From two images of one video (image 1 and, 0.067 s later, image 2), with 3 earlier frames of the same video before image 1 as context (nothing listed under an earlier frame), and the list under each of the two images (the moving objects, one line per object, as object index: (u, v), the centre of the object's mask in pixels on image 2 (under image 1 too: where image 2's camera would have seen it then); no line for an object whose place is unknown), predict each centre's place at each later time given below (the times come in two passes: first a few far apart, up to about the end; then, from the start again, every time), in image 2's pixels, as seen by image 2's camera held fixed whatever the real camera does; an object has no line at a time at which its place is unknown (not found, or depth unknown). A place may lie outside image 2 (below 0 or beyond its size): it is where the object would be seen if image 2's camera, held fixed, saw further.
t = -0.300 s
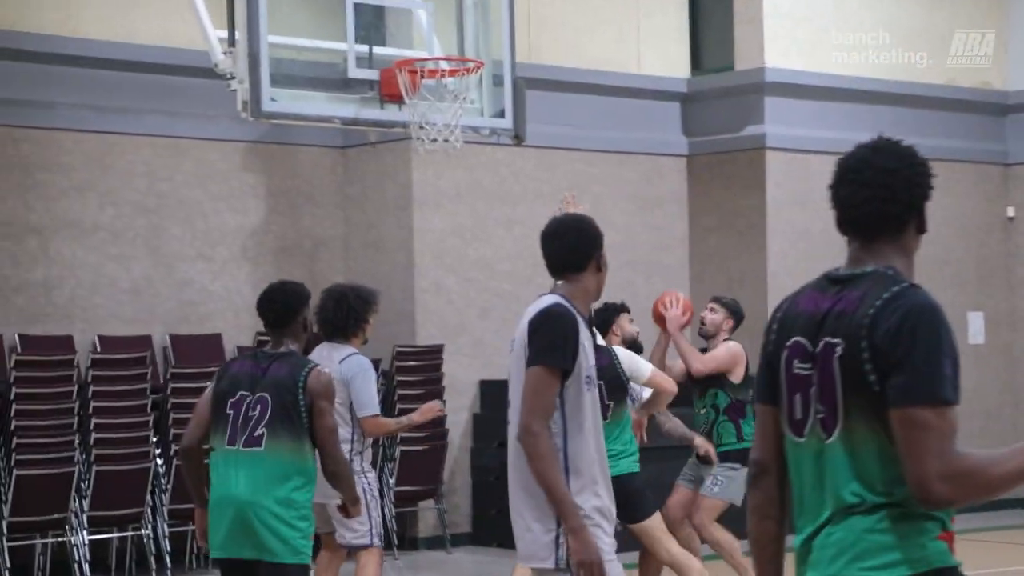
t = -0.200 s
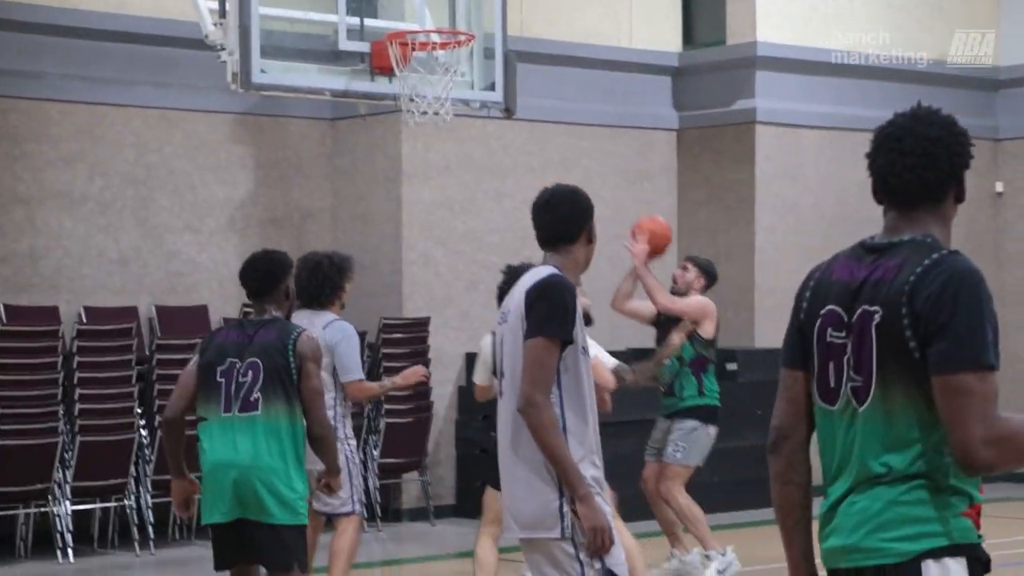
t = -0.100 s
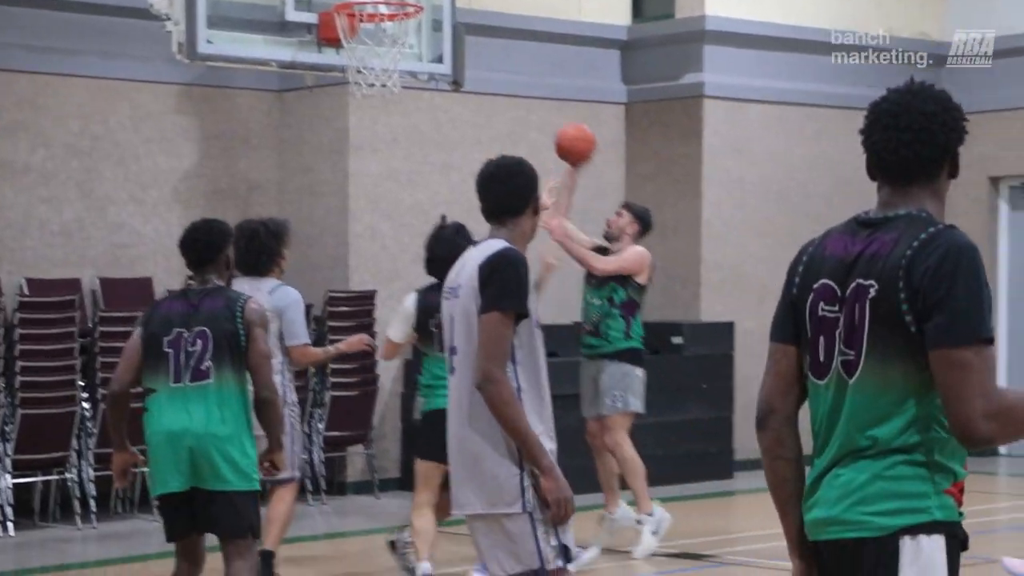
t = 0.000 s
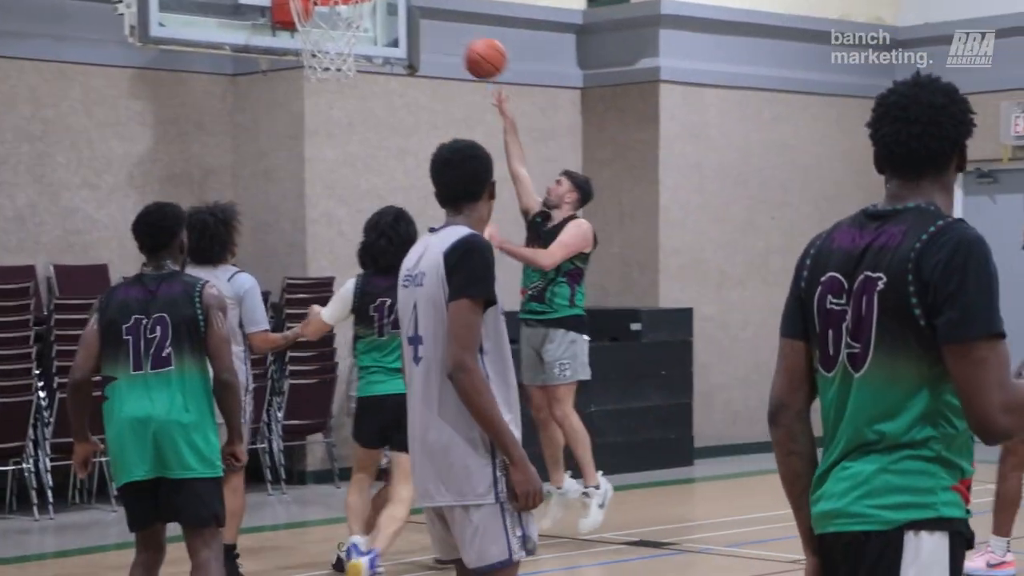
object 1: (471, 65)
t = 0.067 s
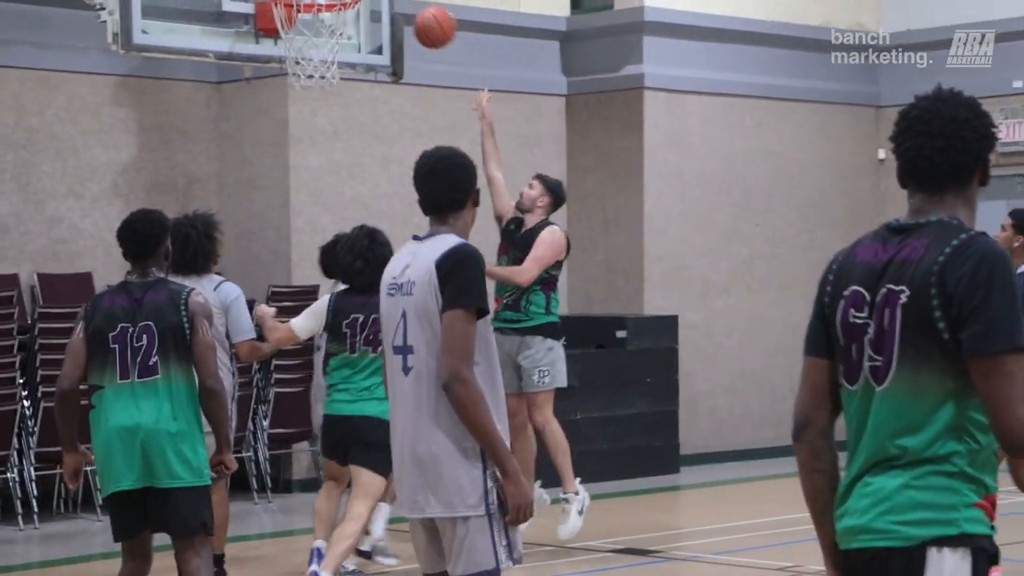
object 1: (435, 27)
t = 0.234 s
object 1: (353, -25)
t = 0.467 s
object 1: (337, -28)
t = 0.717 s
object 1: (323, 69)
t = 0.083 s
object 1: (425, 18)
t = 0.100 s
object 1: (416, 12)
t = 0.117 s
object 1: (409, 6)
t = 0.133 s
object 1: (400, 1)
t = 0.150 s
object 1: (391, -3)
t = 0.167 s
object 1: (382, -8)
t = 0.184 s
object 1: (374, -12)
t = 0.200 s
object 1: (365, -17)
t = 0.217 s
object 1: (356, -21)
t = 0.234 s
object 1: (353, -25)
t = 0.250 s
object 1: (352, -29)
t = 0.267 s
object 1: (350, -33)
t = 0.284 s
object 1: (349, -37)
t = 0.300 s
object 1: (348, -40)
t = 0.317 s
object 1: (347, -41)
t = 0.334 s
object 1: (345, -43)
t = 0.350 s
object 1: (344, -43)
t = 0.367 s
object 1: (344, -43)
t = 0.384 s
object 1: (342, -41)
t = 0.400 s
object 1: (341, -40)
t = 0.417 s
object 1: (340, -37)
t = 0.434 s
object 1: (339, -34)
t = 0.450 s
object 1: (338, -31)
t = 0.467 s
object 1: (337, -28)
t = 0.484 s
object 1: (336, -25)
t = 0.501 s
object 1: (334, -22)
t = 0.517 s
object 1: (333, -11)
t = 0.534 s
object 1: (332, -5)
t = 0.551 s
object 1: (331, 2)
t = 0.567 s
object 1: (330, 10)
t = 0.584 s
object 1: (328, 18)
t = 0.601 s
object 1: (327, 24)
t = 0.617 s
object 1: (326, 31)
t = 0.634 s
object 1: (326, 39)
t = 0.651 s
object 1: (325, 43)
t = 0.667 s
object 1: (324, 48)
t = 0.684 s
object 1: (324, 53)
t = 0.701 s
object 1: (322, 58)
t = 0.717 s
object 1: (323, 69)
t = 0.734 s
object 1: (322, 72)
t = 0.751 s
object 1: (321, 78)
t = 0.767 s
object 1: (321, 85)
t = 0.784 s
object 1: (320, 92)
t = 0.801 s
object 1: (319, 101)
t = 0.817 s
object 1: (319, 110)
